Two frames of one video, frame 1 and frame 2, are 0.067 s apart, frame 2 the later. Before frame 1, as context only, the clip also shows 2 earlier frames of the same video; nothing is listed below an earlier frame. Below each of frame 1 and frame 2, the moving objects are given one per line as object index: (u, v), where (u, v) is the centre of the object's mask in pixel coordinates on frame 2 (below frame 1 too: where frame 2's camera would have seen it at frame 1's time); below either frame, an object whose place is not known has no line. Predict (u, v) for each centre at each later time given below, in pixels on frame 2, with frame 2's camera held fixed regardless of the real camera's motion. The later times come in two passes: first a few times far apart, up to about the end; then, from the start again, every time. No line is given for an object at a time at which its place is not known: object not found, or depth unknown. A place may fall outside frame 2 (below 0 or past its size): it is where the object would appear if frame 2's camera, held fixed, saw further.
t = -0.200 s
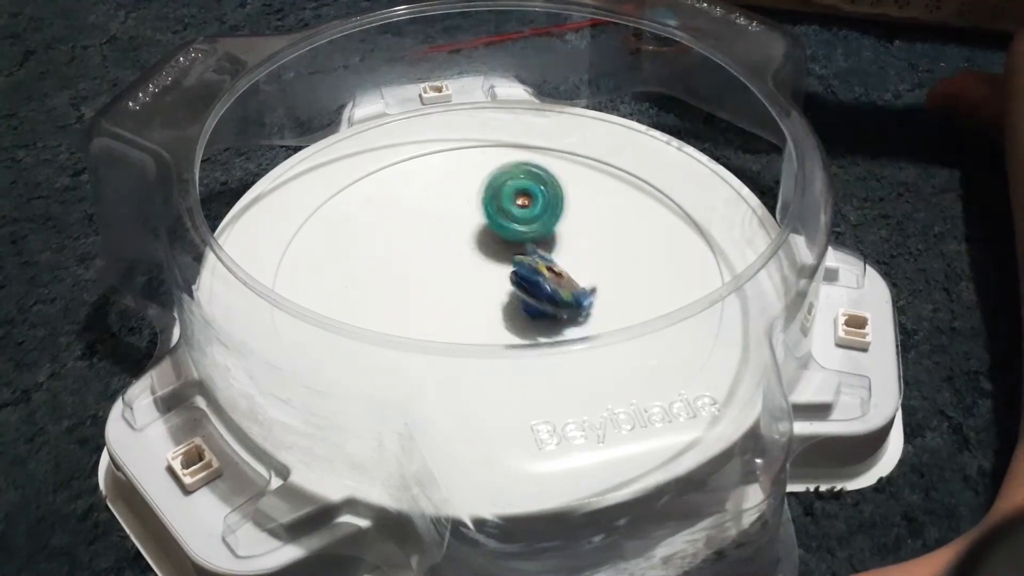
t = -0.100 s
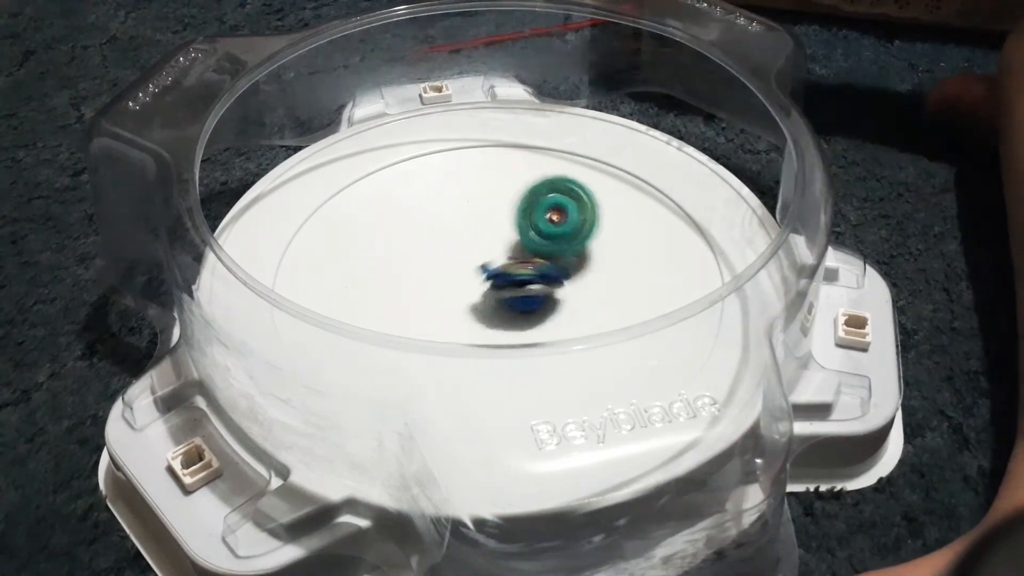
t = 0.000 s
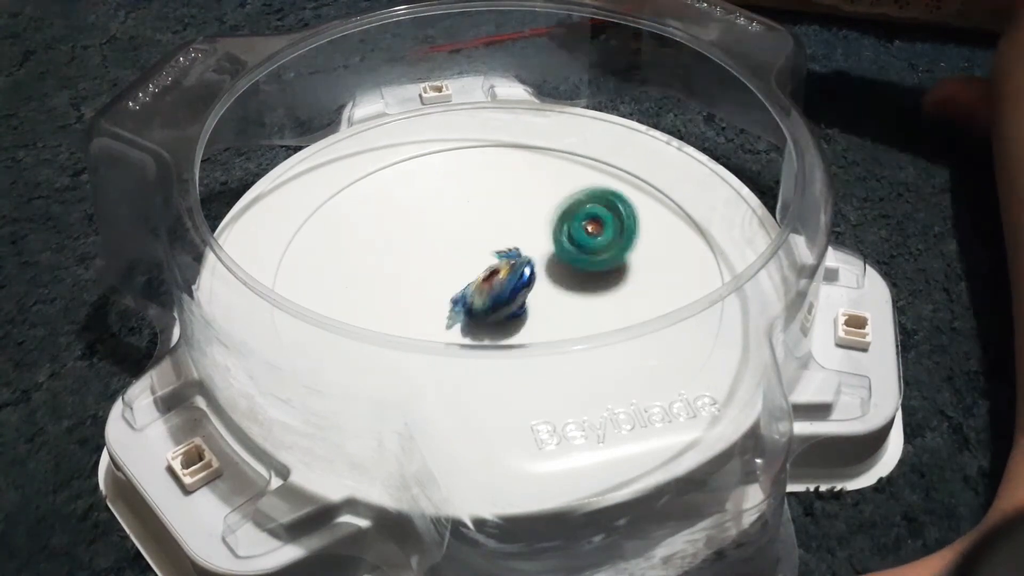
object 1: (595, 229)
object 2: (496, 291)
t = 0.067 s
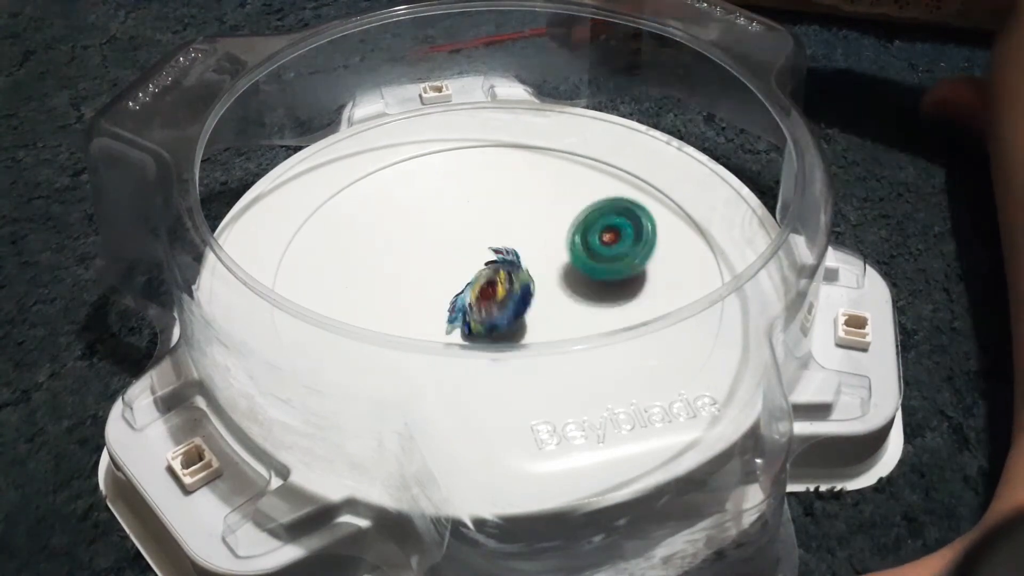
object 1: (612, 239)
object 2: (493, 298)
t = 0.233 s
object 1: (625, 267)
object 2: (511, 305)
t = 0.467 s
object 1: (625, 305)
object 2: (467, 295)
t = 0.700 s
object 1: (543, 327)
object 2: (481, 289)
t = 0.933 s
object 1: (456, 326)
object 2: (469, 267)
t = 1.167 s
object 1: (421, 275)
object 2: (510, 267)
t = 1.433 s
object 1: (490, 214)
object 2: (468, 288)
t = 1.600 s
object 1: (544, 224)
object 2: (460, 268)
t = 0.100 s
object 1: (619, 245)
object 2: (495, 302)
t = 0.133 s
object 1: (623, 250)
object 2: (498, 304)
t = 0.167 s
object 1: (623, 255)
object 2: (501, 305)
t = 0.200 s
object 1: (624, 262)
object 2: (506, 306)
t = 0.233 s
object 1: (625, 267)
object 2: (511, 305)
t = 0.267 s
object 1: (622, 273)
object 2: (515, 305)
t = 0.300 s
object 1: (617, 282)
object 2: (518, 304)
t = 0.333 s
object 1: (613, 290)
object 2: (519, 303)
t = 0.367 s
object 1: (622, 294)
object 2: (495, 306)
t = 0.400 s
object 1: (628, 298)
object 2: (479, 304)
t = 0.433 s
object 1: (630, 301)
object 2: (472, 301)
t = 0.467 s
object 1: (625, 305)
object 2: (467, 295)
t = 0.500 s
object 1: (622, 308)
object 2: (470, 290)
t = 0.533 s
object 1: (609, 312)
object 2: (473, 289)
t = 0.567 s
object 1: (596, 317)
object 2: (476, 289)
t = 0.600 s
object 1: (585, 319)
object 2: (479, 290)
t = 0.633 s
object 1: (570, 322)
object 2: (481, 291)
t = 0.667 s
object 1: (555, 324)
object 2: (483, 292)
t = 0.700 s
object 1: (543, 327)
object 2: (481, 289)
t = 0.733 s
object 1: (535, 332)
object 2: (475, 280)
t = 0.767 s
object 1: (519, 334)
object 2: (470, 272)
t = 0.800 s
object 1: (508, 336)
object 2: (468, 269)
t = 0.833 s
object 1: (490, 333)
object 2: (468, 268)
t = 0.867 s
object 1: (478, 333)
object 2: (468, 267)
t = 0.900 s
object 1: (464, 329)
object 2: (469, 267)
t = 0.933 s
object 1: (456, 326)
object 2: (469, 267)
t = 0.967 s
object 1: (446, 319)
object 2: (470, 266)
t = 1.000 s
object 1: (440, 315)
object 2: (472, 264)
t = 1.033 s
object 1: (433, 308)
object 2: (477, 264)
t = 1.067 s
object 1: (429, 302)
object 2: (485, 263)
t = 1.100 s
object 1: (423, 291)
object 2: (495, 260)
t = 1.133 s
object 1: (421, 282)
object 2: (503, 262)
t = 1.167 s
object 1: (421, 275)
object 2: (510, 267)
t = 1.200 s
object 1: (425, 263)
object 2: (513, 272)
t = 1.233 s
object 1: (431, 256)
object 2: (514, 276)
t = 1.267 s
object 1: (435, 245)
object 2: (509, 285)
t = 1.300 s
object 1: (443, 237)
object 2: (499, 292)
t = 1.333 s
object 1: (449, 228)
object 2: (489, 294)
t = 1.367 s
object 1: (464, 220)
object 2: (480, 295)
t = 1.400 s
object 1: (477, 218)
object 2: (471, 291)
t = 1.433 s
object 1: (490, 214)
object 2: (468, 288)
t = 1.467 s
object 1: (504, 215)
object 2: (462, 287)
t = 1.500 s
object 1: (513, 216)
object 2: (458, 283)
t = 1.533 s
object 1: (526, 218)
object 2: (458, 274)
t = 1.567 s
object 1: (535, 221)
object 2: (459, 272)
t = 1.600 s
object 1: (544, 224)
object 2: (460, 268)
